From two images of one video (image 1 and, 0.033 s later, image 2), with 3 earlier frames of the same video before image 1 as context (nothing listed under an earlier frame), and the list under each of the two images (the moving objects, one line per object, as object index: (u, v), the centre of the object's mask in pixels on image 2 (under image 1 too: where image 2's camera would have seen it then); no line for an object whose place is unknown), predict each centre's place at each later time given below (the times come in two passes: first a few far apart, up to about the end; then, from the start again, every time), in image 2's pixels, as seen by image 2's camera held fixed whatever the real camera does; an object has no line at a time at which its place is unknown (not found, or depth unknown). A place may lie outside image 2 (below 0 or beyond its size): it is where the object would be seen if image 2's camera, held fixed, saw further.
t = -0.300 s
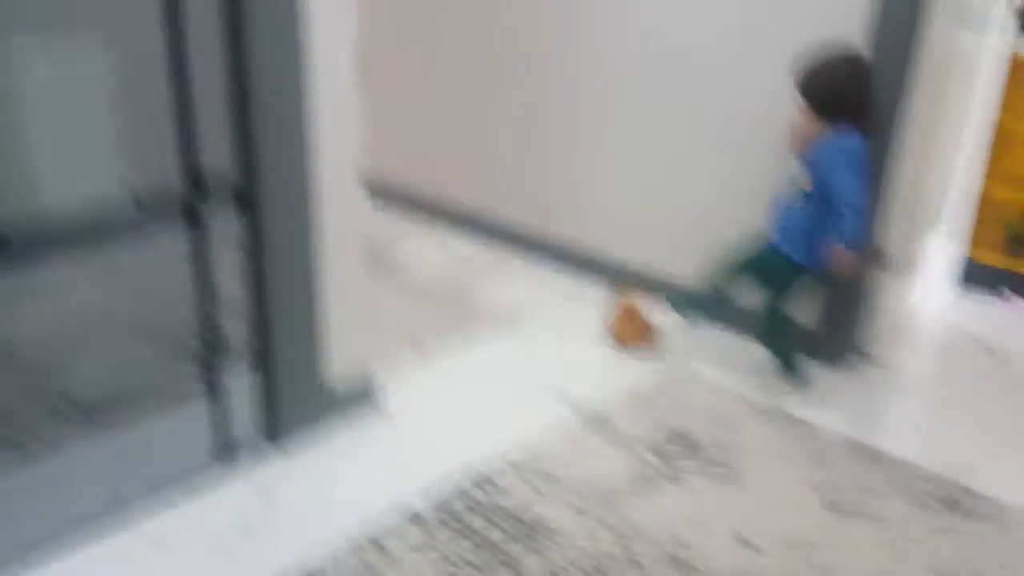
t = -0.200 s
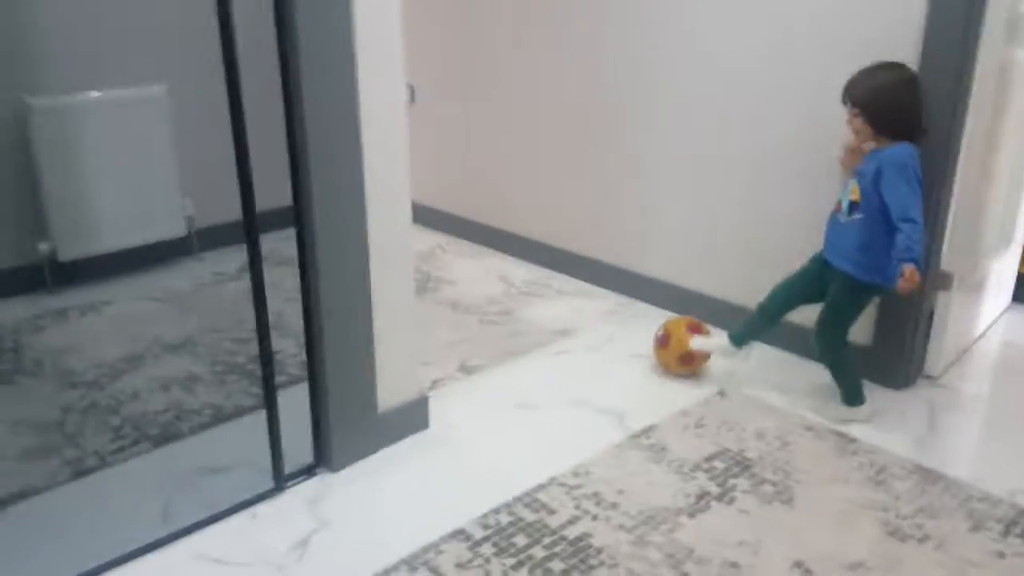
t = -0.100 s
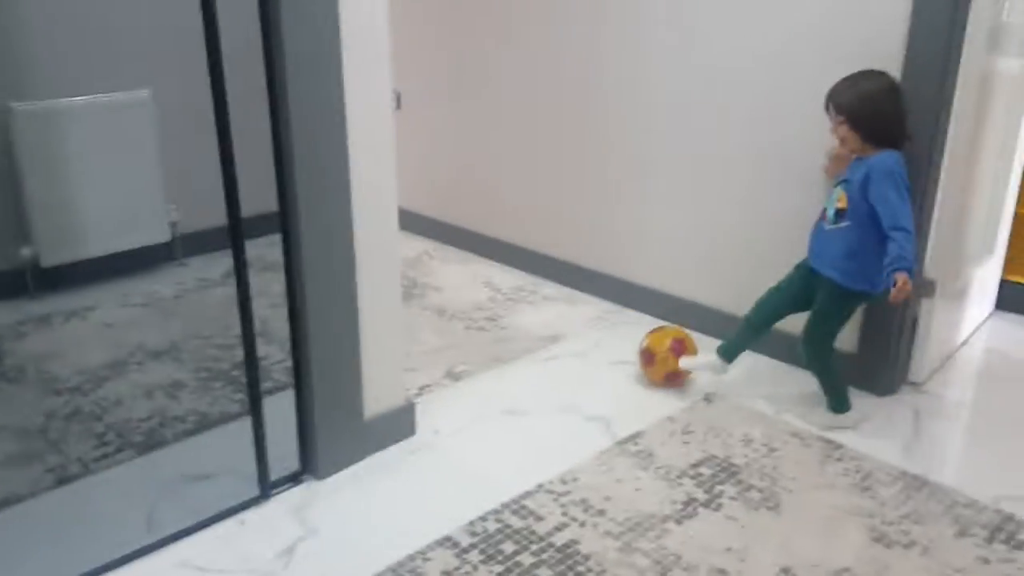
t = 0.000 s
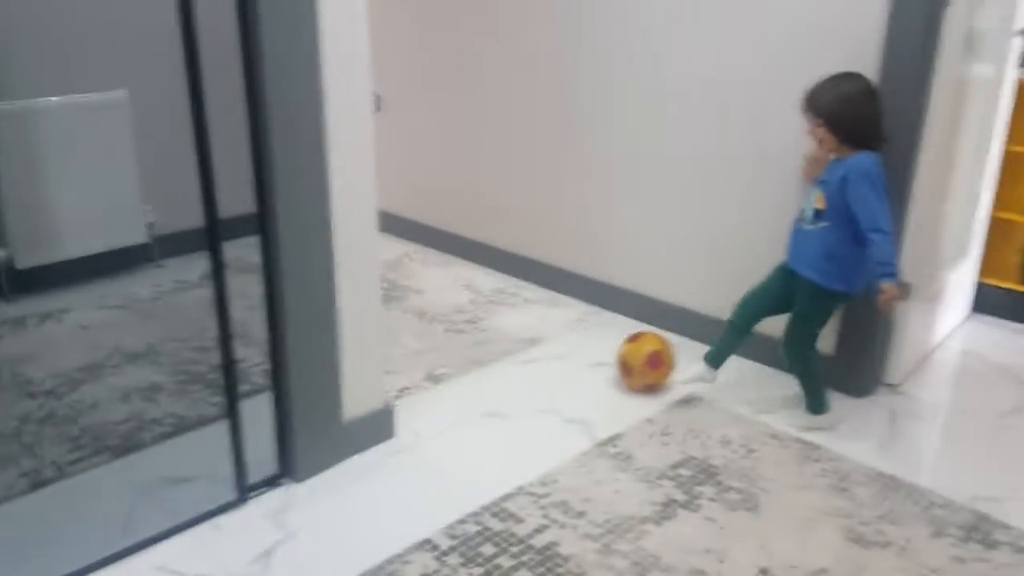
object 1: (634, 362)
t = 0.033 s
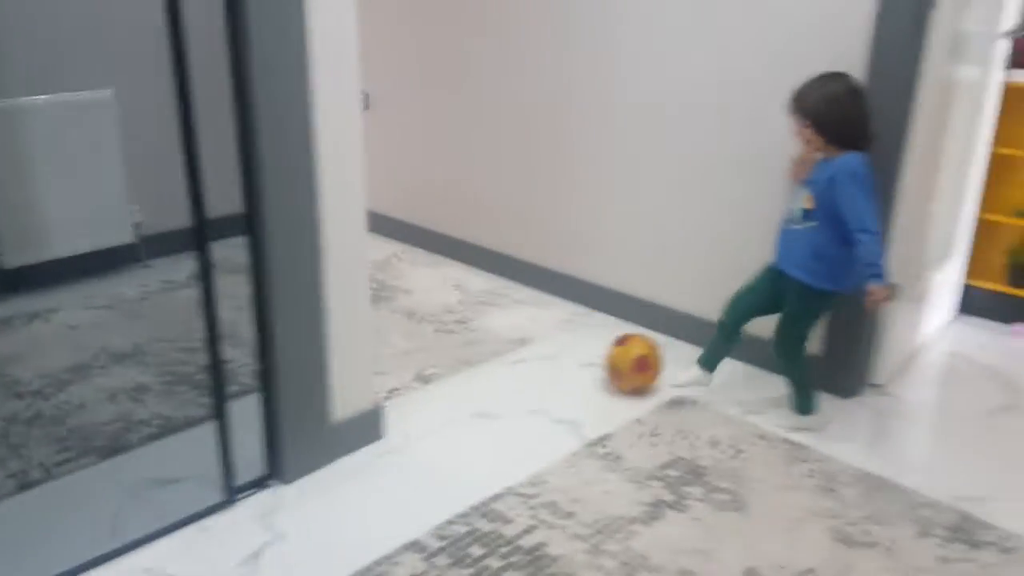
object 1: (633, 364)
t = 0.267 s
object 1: (631, 371)
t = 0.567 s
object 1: (626, 378)
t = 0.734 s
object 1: (622, 381)
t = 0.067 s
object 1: (632, 366)
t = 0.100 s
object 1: (632, 367)
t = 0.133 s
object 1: (632, 368)
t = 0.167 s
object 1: (632, 368)
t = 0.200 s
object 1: (632, 369)
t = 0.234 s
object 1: (632, 370)
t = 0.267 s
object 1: (631, 371)
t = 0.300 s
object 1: (631, 372)
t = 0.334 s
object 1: (630, 373)
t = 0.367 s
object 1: (630, 374)
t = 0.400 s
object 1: (629, 375)
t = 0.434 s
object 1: (628, 375)
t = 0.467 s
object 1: (628, 376)
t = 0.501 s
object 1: (627, 377)
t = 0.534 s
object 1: (627, 377)
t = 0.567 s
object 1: (626, 378)
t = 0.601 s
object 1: (625, 379)
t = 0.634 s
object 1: (625, 379)
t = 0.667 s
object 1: (624, 380)
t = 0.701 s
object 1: (623, 380)
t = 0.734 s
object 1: (622, 381)
